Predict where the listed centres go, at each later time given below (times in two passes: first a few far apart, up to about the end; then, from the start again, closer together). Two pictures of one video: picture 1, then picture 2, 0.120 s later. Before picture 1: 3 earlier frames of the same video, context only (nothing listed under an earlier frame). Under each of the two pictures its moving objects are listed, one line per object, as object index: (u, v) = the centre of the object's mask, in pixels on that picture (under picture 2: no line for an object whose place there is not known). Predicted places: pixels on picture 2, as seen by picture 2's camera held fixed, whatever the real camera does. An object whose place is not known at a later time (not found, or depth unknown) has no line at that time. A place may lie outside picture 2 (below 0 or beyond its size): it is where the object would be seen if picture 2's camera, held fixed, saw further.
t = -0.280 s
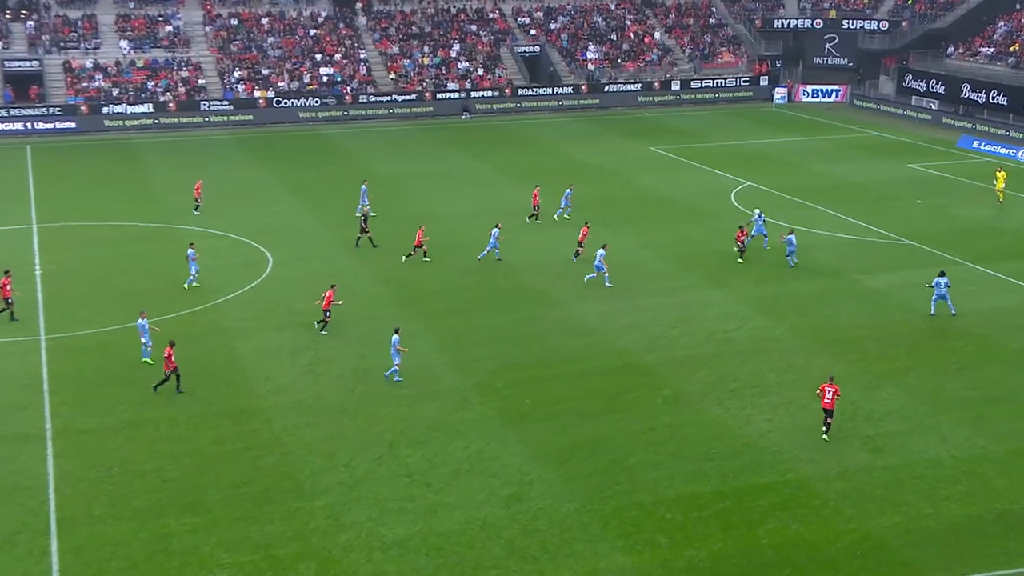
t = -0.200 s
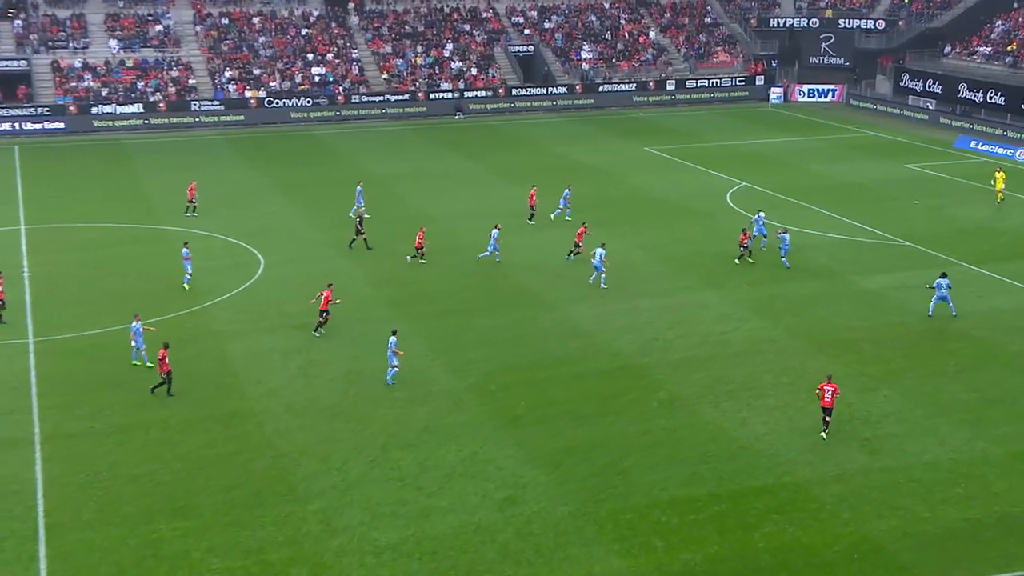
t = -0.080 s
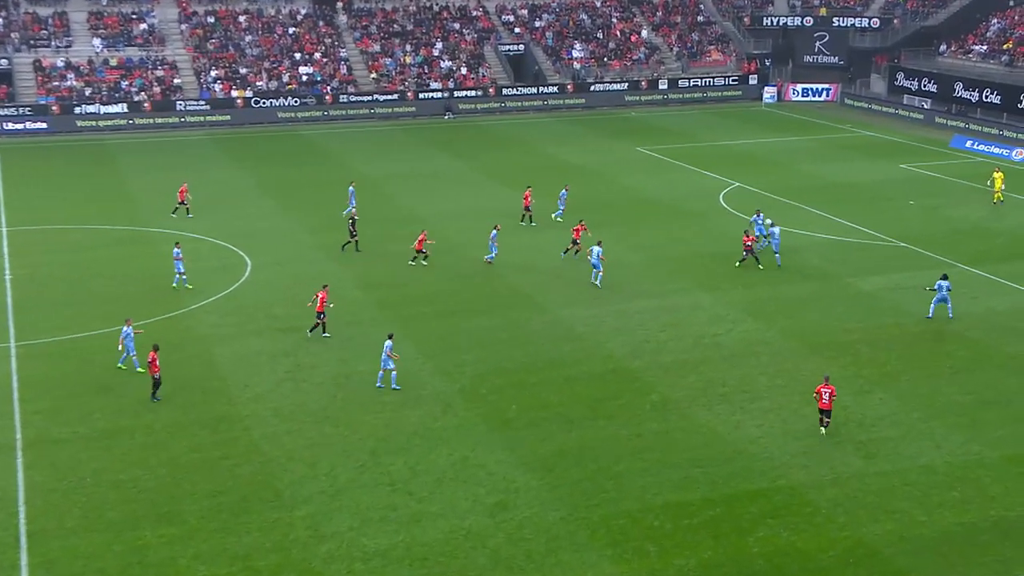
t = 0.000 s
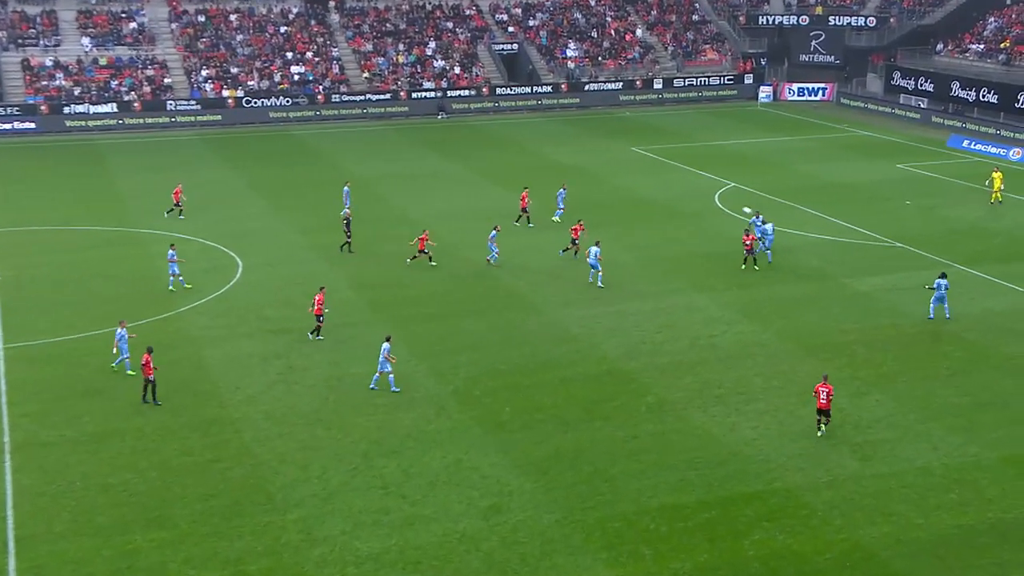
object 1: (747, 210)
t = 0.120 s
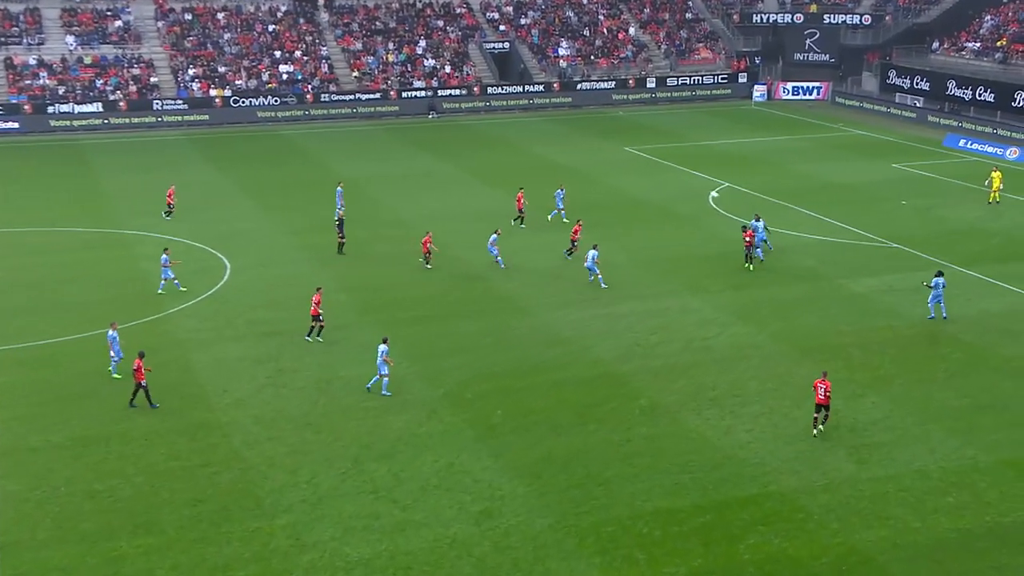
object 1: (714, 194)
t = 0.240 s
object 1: (688, 182)
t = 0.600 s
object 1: (610, 164)
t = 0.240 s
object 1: (688, 182)
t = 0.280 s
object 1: (679, 178)
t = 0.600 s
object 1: (610, 164)
